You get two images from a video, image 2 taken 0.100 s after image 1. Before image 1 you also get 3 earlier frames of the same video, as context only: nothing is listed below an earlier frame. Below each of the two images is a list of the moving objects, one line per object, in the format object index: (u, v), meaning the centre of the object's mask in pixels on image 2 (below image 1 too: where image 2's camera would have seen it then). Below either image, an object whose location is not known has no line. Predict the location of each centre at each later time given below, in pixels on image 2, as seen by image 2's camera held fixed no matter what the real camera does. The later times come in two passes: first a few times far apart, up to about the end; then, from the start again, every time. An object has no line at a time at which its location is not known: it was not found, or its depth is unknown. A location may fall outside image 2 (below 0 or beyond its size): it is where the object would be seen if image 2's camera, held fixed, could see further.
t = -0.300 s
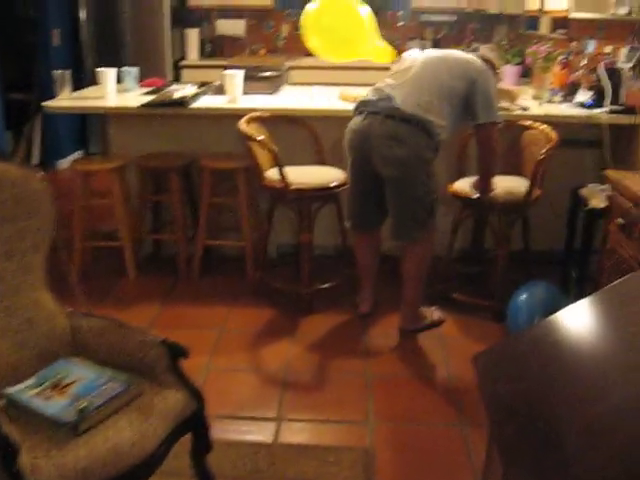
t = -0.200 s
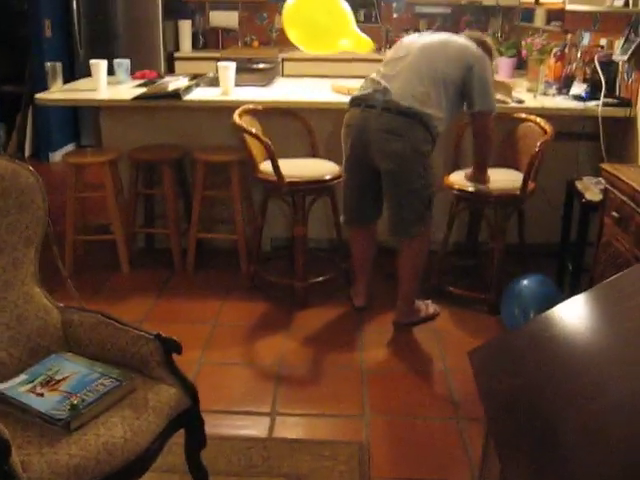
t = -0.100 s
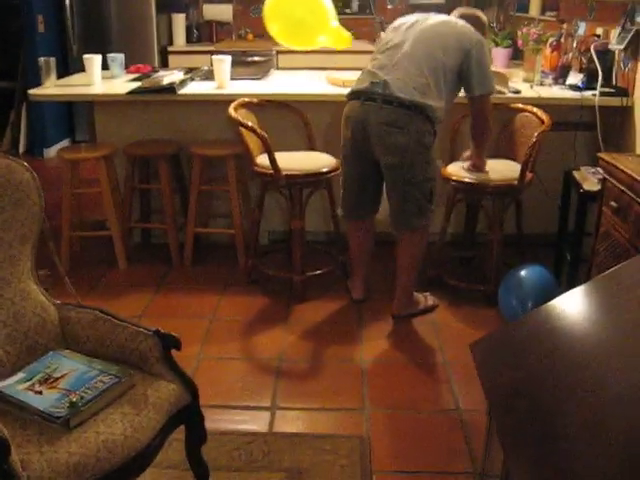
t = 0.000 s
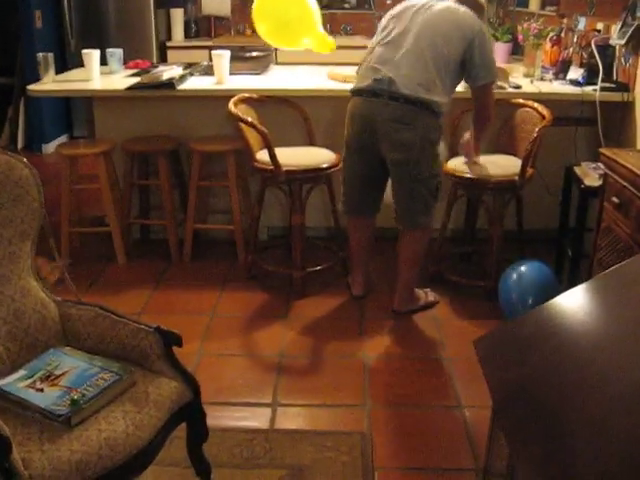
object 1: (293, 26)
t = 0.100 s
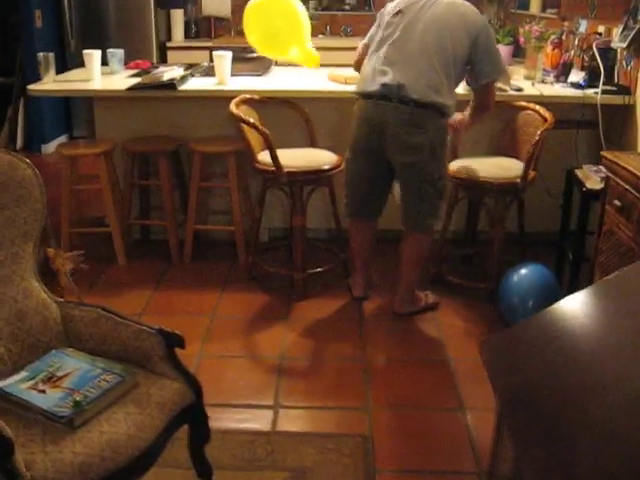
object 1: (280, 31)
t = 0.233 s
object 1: (265, 41)
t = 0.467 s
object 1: (246, 69)
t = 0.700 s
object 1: (242, 44)
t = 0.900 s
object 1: (240, 31)
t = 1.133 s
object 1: (238, 26)
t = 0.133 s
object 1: (276, 33)
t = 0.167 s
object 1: (272, 35)
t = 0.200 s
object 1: (268, 37)
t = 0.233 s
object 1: (265, 41)
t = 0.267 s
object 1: (262, 44)
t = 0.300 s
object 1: (259, 48)
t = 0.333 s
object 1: (257, 52)
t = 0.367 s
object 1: (254, 56)
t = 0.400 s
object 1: (250, 62)
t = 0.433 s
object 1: (248, 66)
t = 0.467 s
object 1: (246, 69)
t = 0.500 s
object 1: (245, 66)
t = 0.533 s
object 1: (244, 61)
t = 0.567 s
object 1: (243, 57)
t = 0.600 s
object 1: (243, 53)
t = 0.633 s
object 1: (242, 50)
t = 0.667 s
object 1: (242, 47)
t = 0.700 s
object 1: (242, 44)
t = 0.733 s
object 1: (242, 41)
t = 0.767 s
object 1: (241, 39)
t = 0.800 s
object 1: (241, 37)
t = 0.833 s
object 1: (241, 34)
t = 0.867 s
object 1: (240, 33)
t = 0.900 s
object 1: (240, 31)
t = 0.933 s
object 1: (240, 30)
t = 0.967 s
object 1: (239, 28)
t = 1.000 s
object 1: (239, 27)
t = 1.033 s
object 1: (239, 27)
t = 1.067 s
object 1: (239, 26)
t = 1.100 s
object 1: (238, 26)
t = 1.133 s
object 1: (238, 26)
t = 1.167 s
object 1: (238, 26)
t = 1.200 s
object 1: (238, 27)
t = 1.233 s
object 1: (237, 27)
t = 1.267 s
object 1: (237, 29)
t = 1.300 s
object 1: (236, 30)
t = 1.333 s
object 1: (235, 32)
